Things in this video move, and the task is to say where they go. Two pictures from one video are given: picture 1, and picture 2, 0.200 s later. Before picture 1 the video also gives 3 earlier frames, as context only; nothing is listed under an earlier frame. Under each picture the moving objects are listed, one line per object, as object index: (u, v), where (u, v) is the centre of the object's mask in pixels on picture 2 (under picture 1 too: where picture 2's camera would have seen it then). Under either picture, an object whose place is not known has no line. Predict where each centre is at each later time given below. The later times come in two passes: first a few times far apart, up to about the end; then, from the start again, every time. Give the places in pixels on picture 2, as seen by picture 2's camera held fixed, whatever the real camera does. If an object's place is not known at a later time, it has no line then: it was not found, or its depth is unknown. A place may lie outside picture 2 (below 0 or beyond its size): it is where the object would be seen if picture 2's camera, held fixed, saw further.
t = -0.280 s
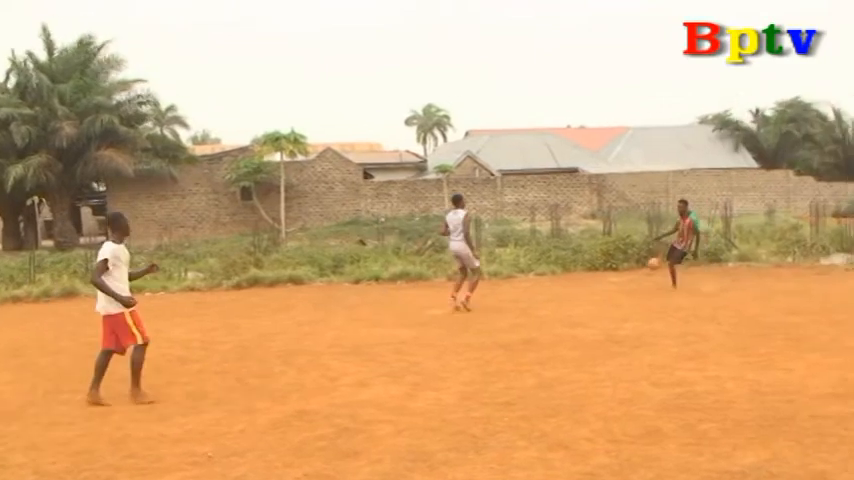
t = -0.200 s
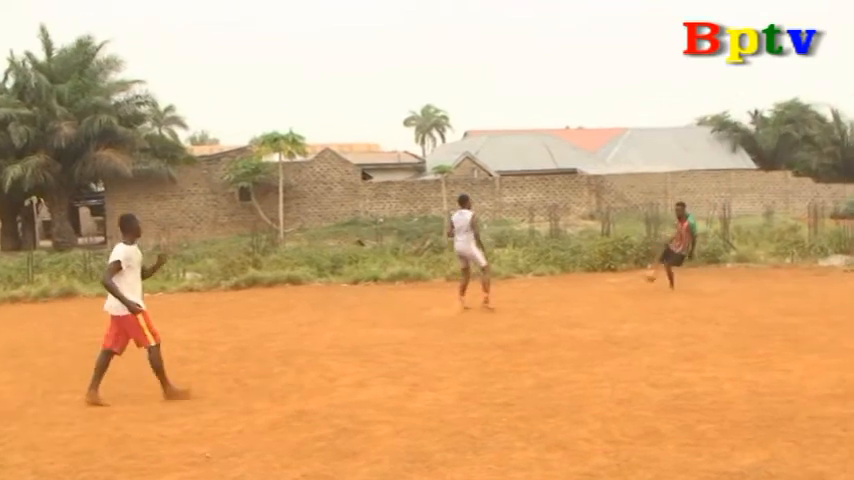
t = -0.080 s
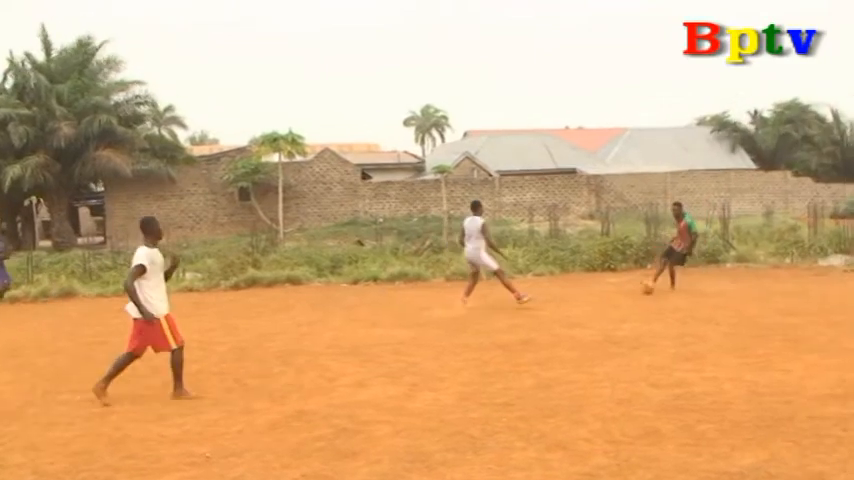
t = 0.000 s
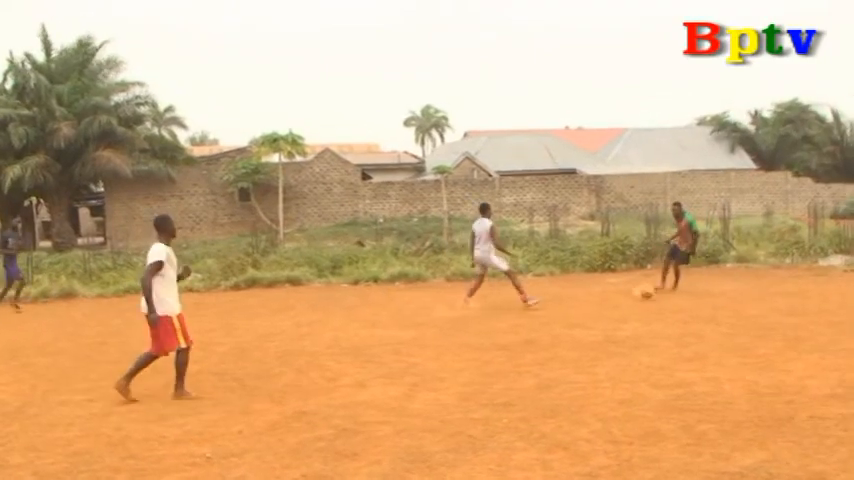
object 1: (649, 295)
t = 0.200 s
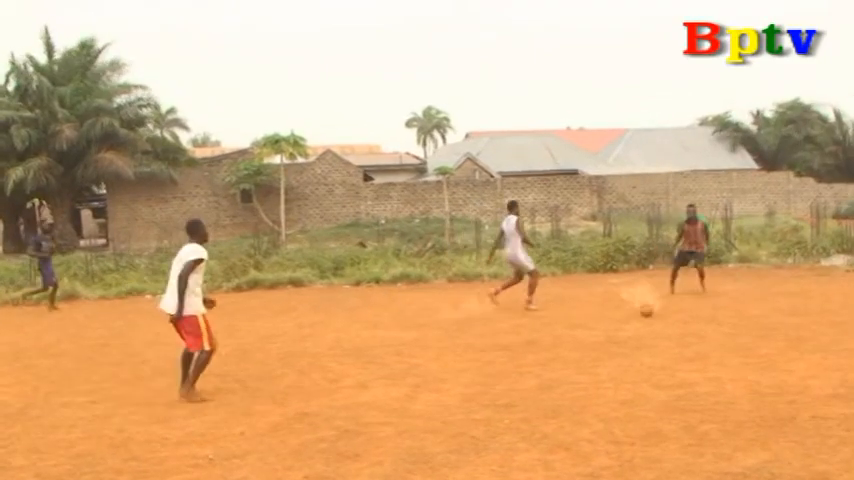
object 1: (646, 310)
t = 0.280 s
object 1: (645, 317)
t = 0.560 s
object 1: (647, 333)
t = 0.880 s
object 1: (653, 359)
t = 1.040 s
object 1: (660, 373)
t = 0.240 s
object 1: (646, 314)
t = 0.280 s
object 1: (645, 317)
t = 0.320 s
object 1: (645, 321)
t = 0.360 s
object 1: (646, 323)
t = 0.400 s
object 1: (646, 324)
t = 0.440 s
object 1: (646, 327)
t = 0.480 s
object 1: (647, 329)
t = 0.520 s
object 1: (648, 331)
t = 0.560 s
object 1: (647, 333)
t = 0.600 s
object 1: (648, 336)
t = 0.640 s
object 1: (650, 341)
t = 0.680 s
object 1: (649, 343)
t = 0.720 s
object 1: (650, 346)
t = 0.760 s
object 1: (650, 351)
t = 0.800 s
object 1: (651, 354)
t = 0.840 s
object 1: (653, 356)
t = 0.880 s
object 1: (653, 359)
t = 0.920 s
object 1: (654, 363)
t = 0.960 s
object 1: (657, 365)
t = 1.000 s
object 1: (658, 369)
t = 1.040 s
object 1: (660, 373)
